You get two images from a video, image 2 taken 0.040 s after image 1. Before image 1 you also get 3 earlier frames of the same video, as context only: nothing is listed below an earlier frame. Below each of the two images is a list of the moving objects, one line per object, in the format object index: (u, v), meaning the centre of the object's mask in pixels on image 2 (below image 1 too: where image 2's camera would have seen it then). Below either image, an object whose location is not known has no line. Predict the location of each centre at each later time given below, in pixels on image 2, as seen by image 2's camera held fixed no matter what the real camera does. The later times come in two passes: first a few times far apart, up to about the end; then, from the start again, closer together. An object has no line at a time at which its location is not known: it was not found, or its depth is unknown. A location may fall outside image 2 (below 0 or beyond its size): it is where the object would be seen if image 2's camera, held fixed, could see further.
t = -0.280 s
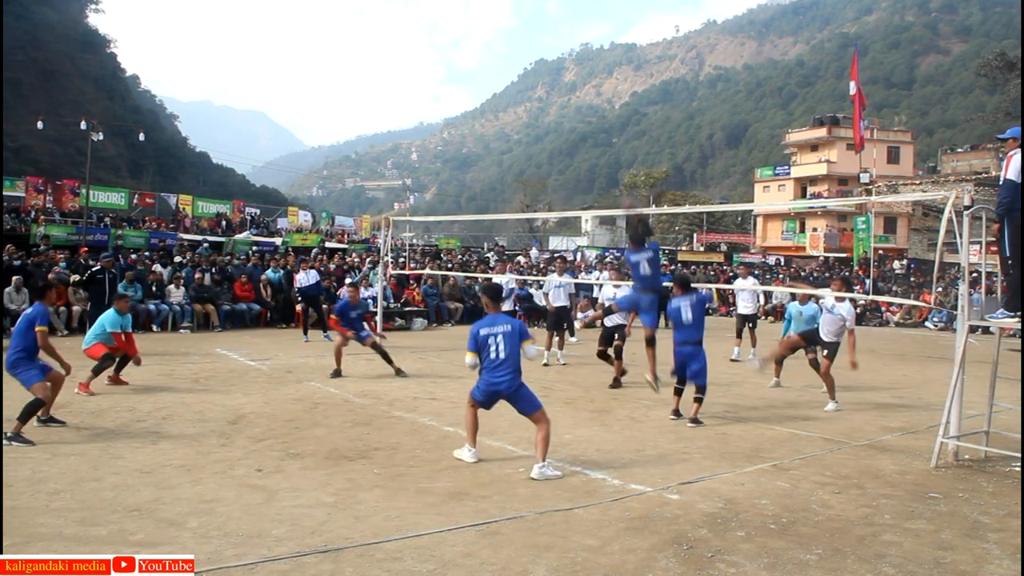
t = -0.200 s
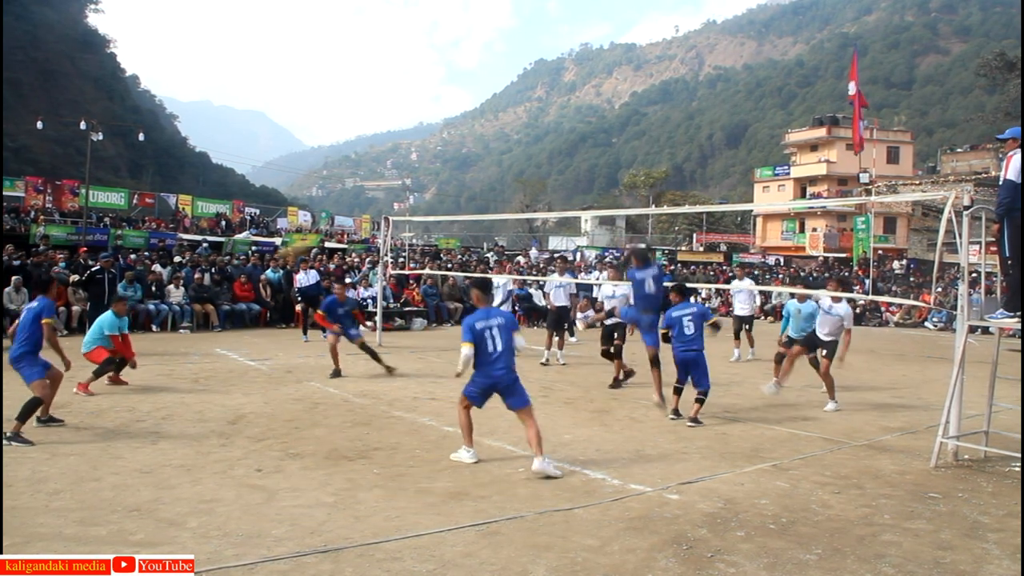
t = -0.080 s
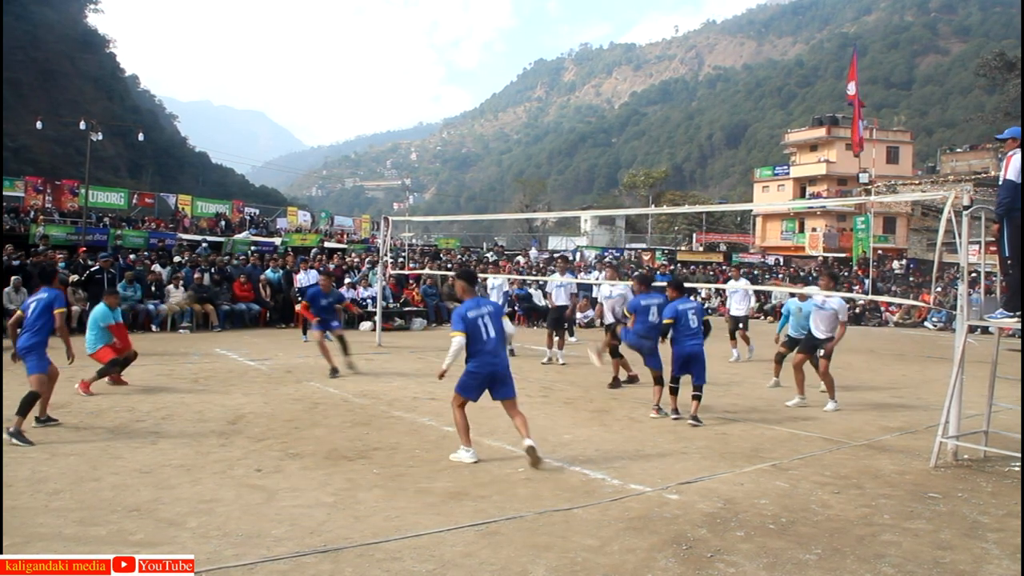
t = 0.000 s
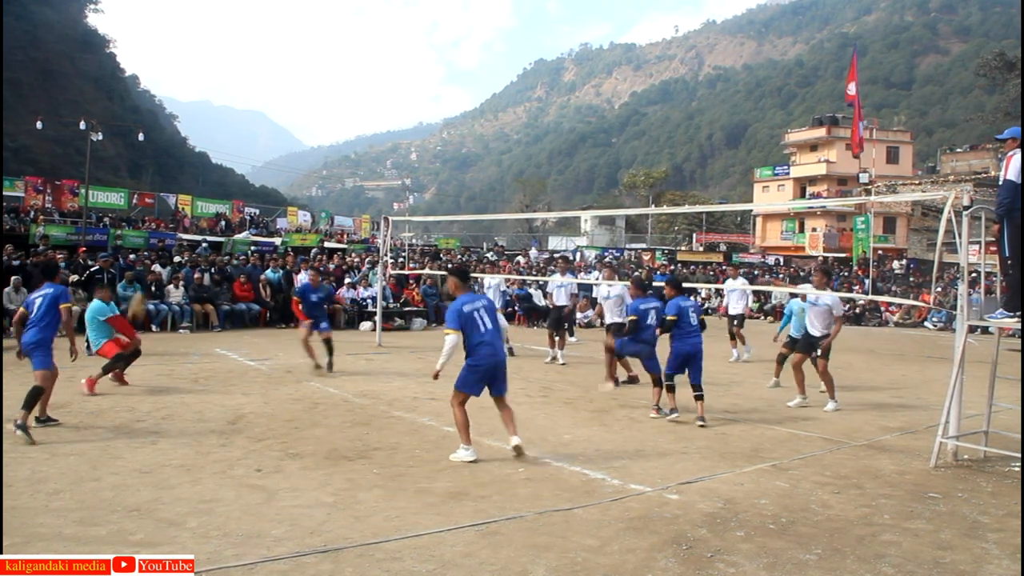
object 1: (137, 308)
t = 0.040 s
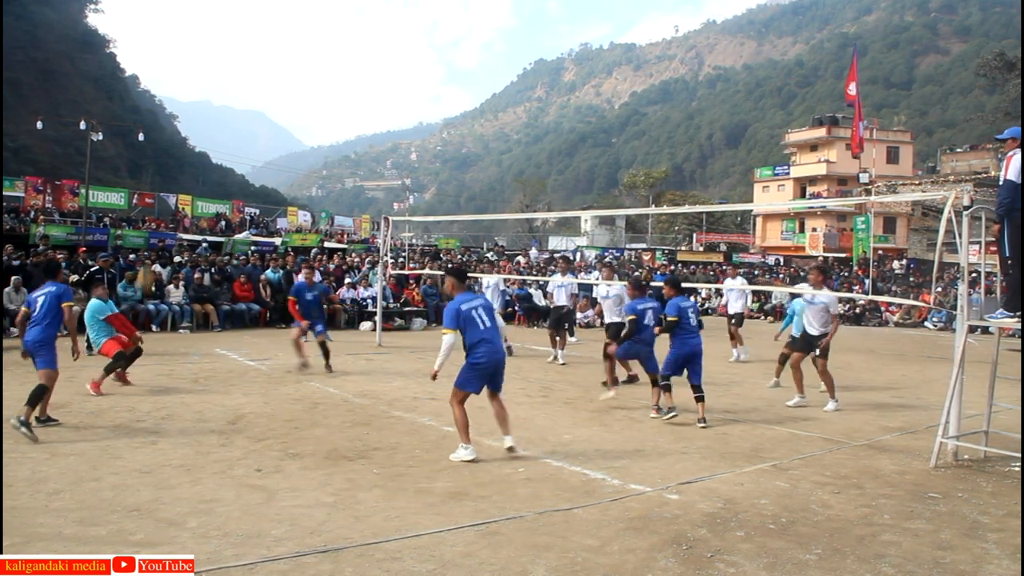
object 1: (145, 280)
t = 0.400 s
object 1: (206, 102)
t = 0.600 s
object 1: (236, 47)
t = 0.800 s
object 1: (264, 24)
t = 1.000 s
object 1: (290, 32)
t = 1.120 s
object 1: (305, 50)
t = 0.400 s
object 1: (206, 102)
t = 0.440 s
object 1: (213, 88)
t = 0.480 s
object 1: (218, 76)
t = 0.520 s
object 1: (224, 65)
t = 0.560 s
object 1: (230, 55)
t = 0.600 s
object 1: (236, 47)
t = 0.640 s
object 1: (242, 40)
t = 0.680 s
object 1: (248, 34)
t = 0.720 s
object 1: (253, 30)
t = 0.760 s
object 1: (259, 26)
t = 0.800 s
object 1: (264, 24)
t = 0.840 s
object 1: (269, 23)
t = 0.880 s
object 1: (275, 24)
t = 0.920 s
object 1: (280, 25)
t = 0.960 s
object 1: (285, 28)
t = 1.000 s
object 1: (290, 32)
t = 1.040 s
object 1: (295, 36)
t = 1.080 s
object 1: (300, 43)
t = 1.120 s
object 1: (305, 50)
